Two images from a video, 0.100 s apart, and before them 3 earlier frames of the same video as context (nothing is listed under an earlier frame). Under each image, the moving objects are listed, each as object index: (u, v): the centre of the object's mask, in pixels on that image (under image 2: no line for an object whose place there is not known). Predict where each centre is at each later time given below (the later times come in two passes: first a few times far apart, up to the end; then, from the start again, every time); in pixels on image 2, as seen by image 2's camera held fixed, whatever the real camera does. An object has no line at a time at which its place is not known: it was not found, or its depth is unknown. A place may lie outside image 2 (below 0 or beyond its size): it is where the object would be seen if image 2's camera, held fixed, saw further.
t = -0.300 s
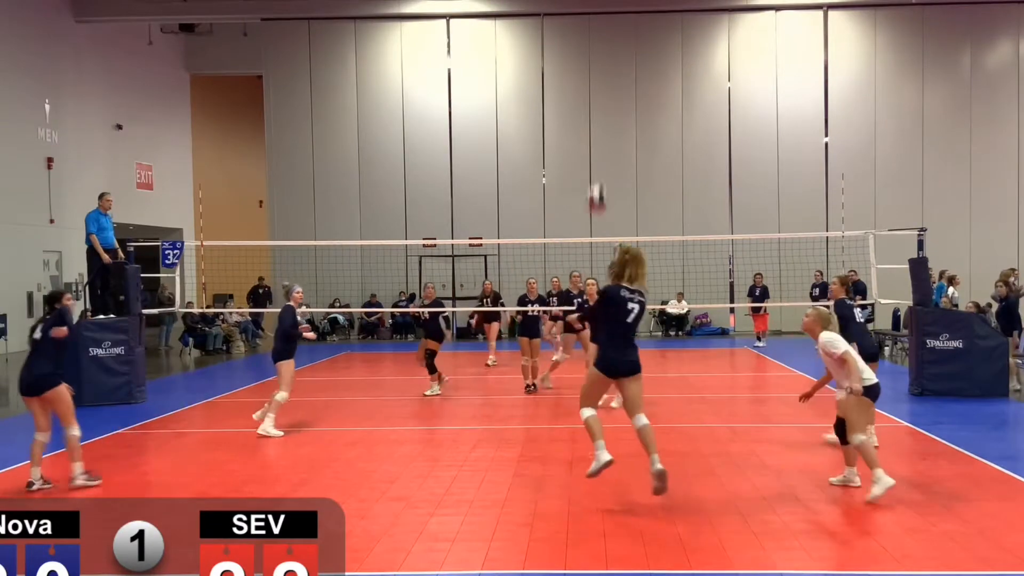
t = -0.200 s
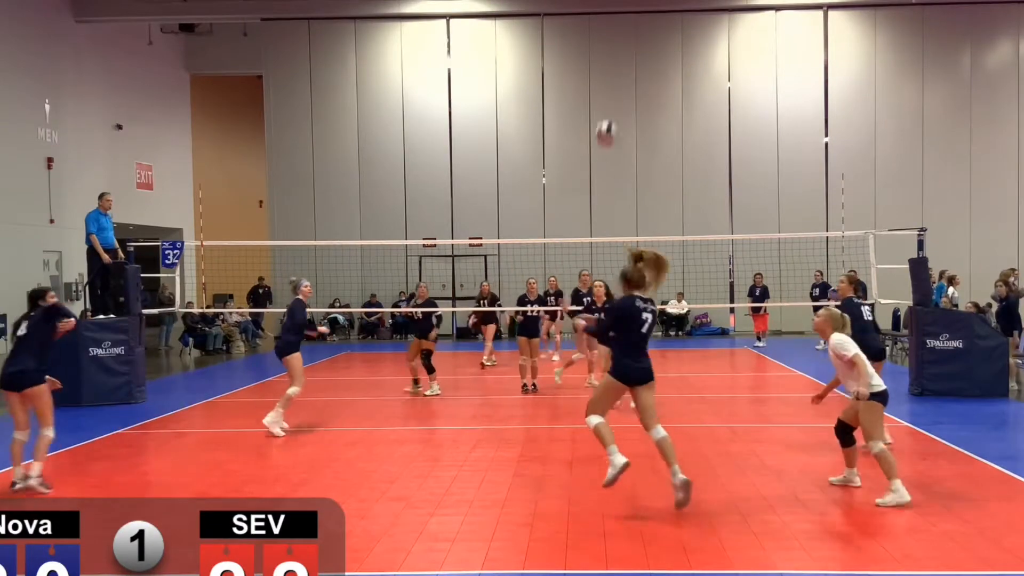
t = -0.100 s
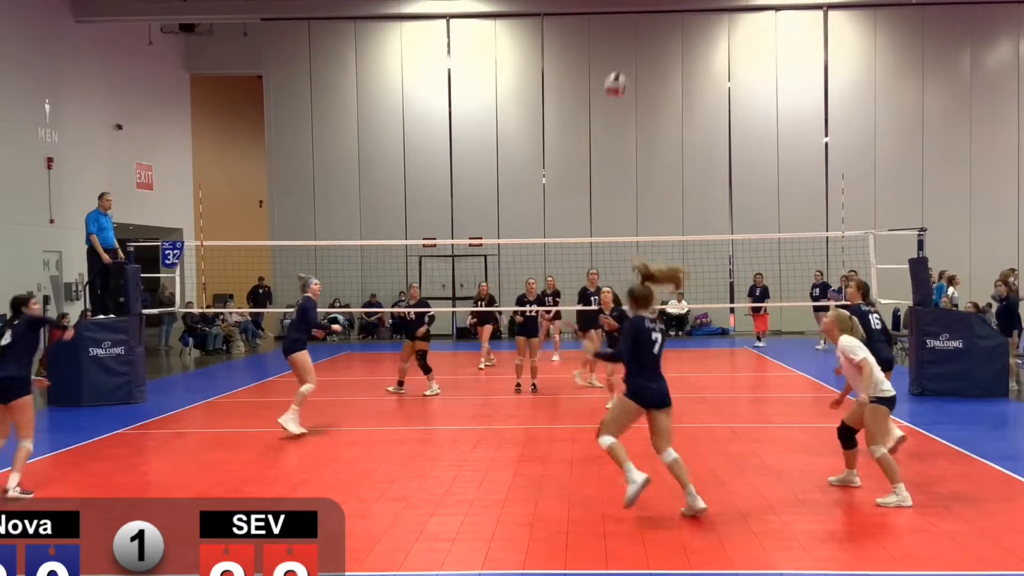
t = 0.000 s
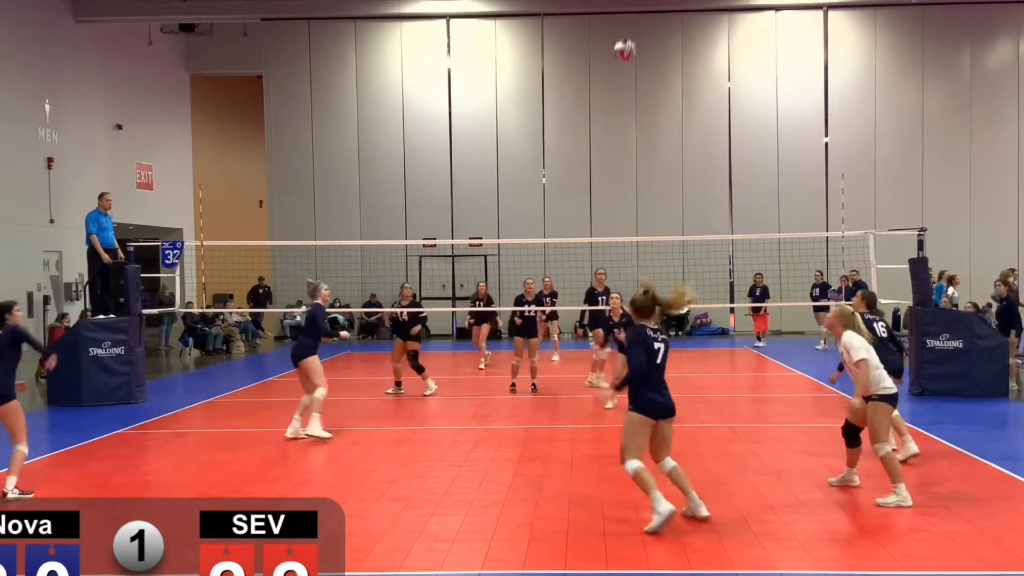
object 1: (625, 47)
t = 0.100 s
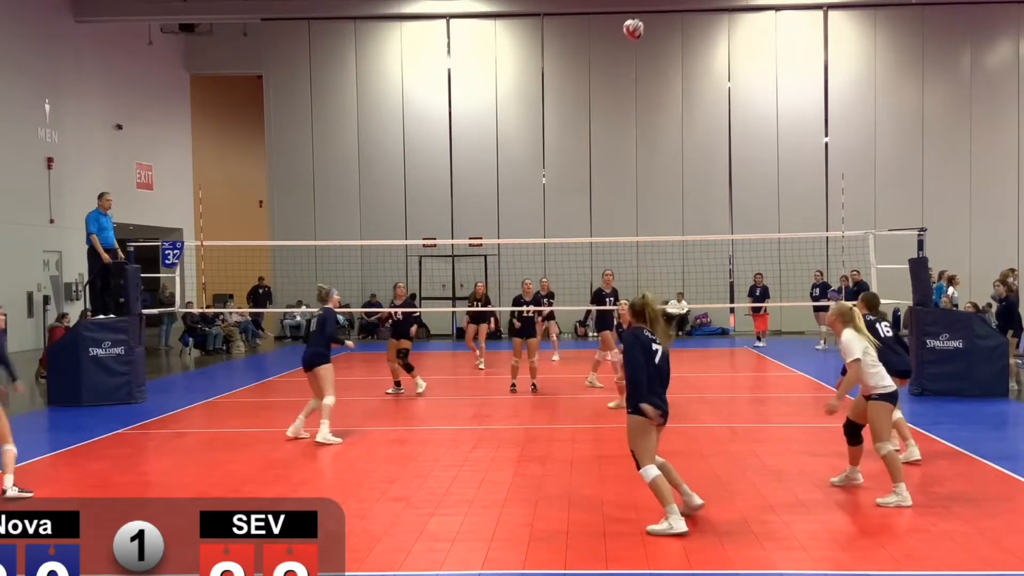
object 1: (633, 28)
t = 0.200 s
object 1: (640, 19)
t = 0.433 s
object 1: (656, 34)
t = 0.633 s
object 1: (668, 80)
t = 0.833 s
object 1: (678, 152)
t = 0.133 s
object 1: (636, 24)
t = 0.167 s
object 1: (638, 21)
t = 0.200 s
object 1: (640, 19)
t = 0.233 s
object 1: (643, 18)
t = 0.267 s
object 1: (645, 18)
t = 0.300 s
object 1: (647, 19)
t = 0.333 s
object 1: (649, 21)
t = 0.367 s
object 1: (652, 25)
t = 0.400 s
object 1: (654, 29)
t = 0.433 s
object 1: (656, 34)
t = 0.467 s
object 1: (658, 39)
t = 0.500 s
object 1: (660, 46)
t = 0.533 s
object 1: (662, 53)
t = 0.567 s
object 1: (664, 61)
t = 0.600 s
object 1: (666, 71)
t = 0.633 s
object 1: (668, 80)
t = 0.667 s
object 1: (669, 91)
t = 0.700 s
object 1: (671, 102)
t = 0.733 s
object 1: (673, 113)
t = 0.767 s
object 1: (674, 126)
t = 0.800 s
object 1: (676, 139)
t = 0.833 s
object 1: (678, 152)
